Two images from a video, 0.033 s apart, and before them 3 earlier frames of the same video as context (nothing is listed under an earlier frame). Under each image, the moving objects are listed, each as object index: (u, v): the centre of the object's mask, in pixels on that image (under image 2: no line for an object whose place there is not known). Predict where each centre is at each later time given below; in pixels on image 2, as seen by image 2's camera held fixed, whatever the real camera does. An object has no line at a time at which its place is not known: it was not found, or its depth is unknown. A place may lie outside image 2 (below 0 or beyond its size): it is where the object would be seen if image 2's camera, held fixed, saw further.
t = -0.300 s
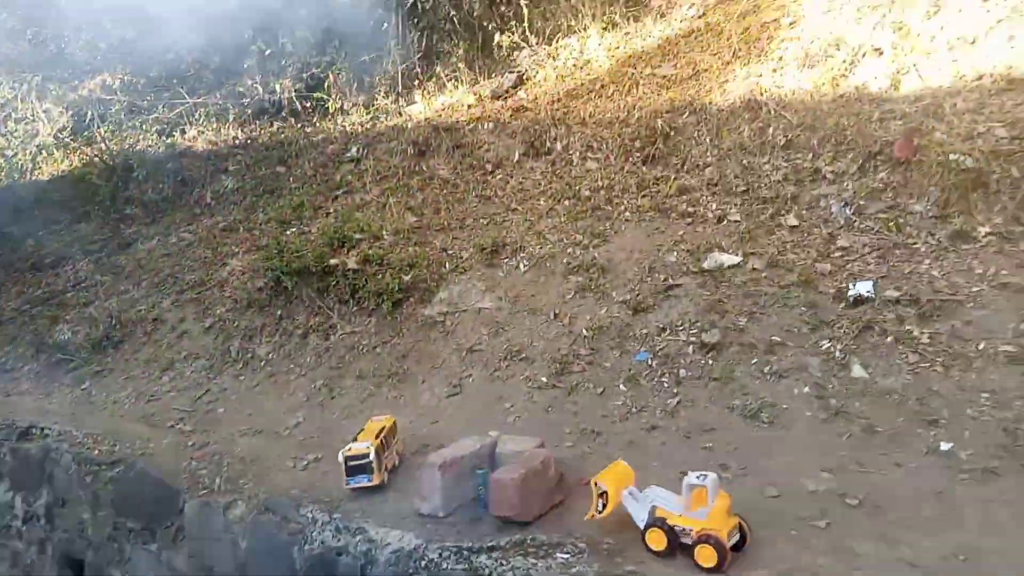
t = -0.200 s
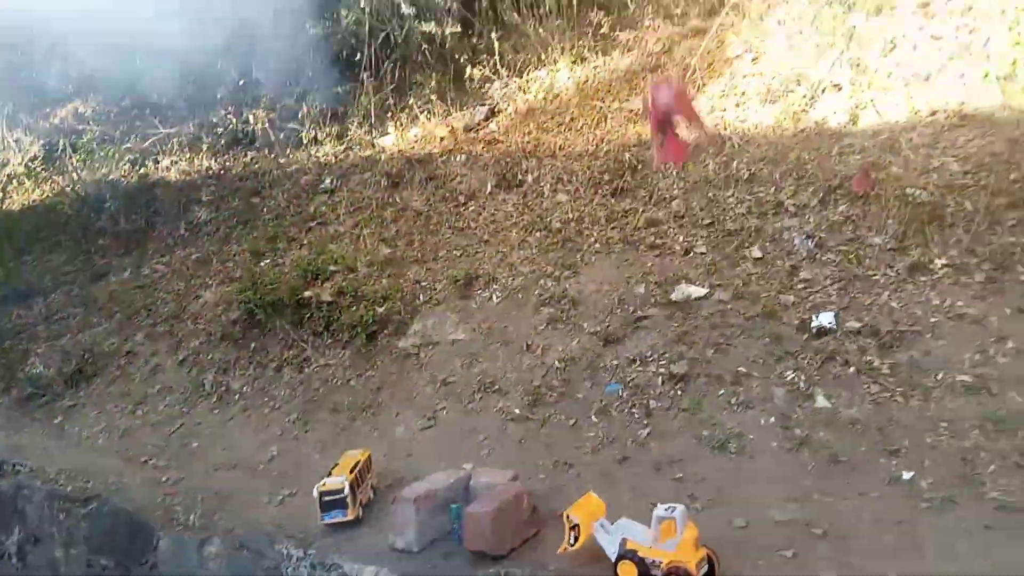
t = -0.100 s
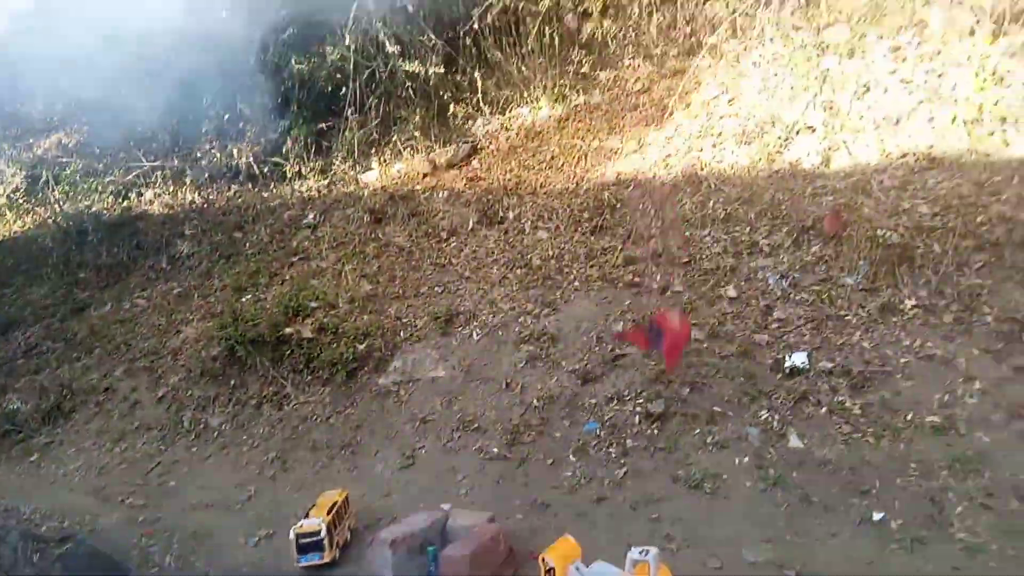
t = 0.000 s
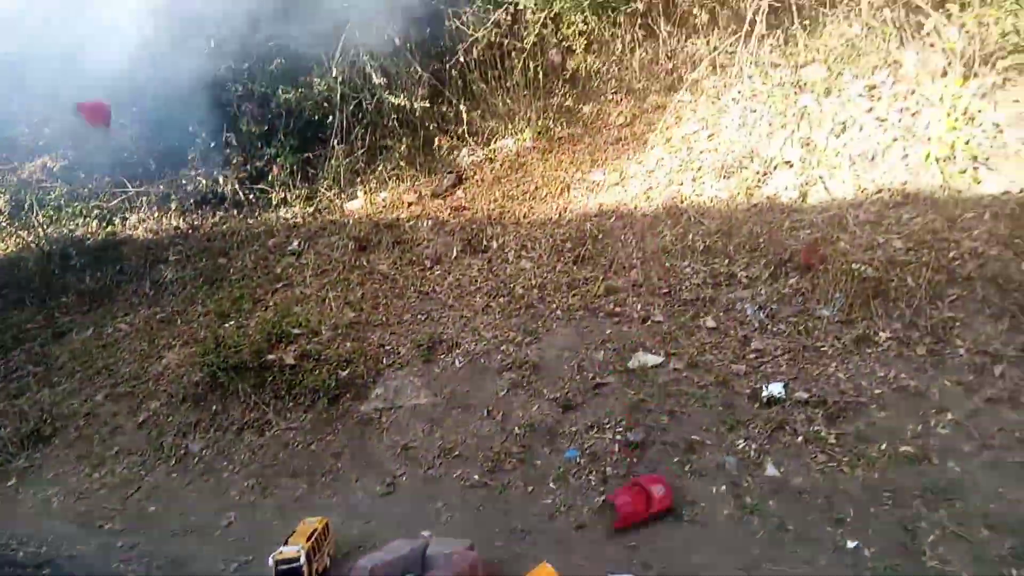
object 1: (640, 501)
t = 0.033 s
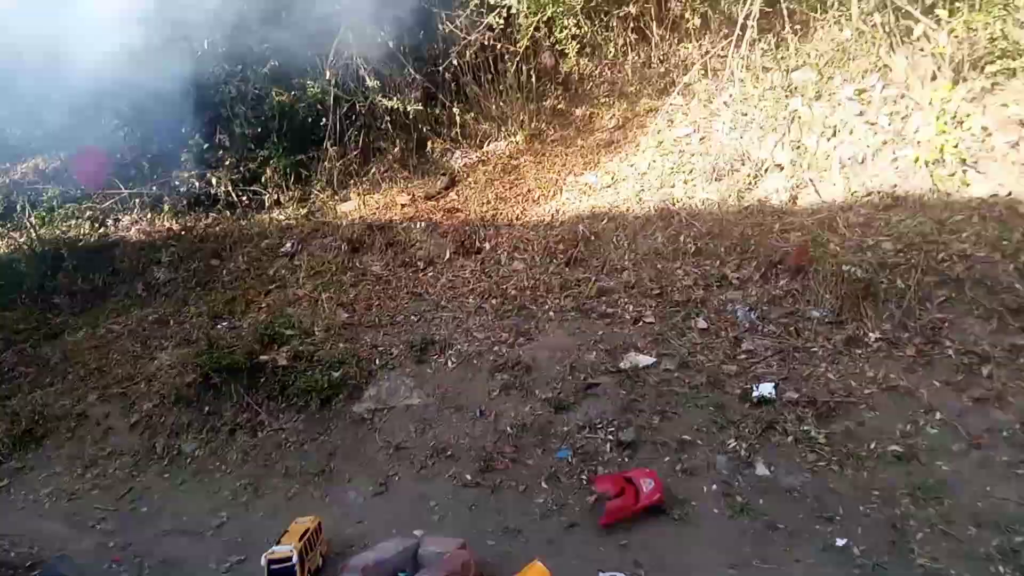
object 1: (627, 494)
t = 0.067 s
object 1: (625, 488)
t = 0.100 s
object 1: (626, 488)
